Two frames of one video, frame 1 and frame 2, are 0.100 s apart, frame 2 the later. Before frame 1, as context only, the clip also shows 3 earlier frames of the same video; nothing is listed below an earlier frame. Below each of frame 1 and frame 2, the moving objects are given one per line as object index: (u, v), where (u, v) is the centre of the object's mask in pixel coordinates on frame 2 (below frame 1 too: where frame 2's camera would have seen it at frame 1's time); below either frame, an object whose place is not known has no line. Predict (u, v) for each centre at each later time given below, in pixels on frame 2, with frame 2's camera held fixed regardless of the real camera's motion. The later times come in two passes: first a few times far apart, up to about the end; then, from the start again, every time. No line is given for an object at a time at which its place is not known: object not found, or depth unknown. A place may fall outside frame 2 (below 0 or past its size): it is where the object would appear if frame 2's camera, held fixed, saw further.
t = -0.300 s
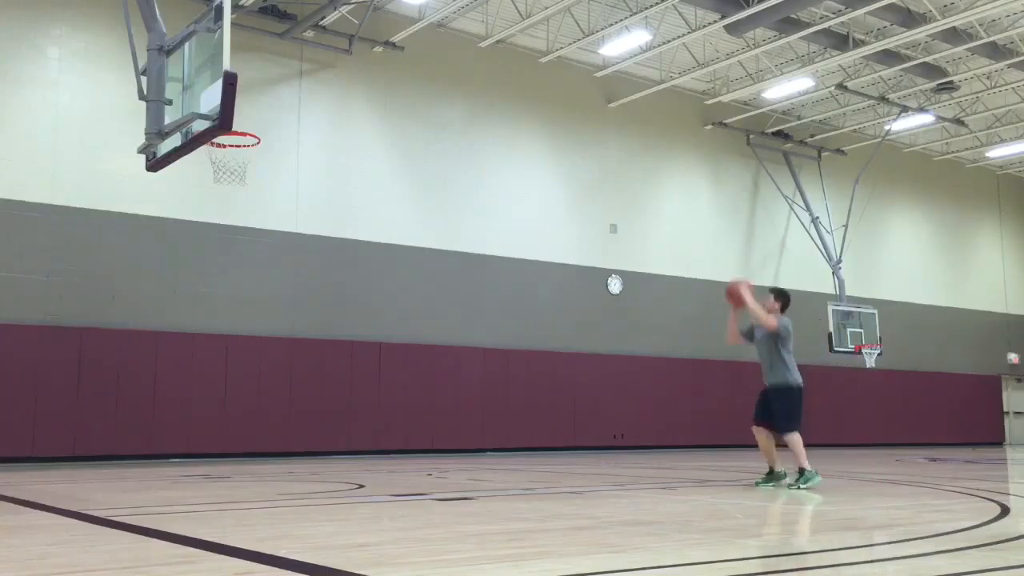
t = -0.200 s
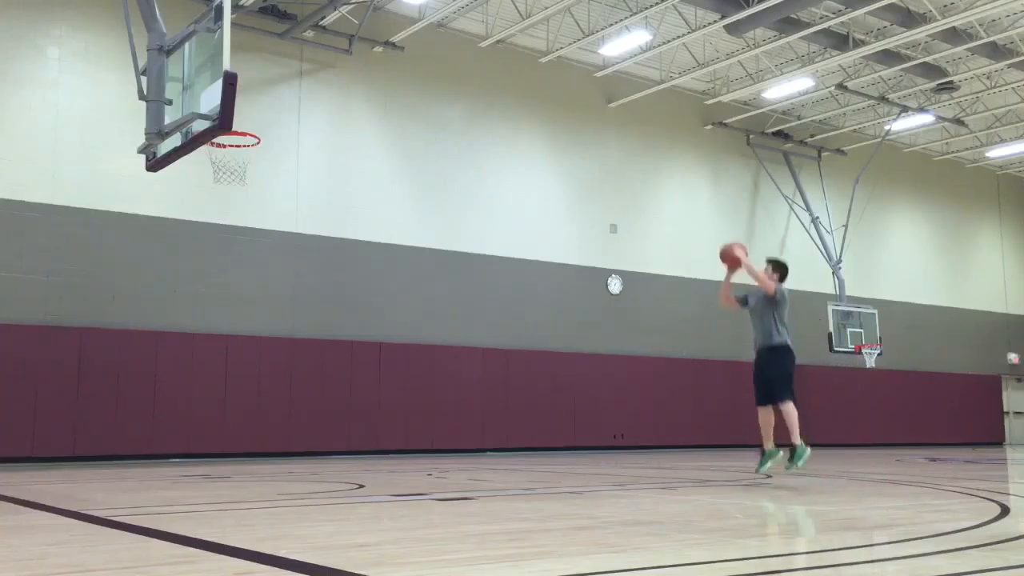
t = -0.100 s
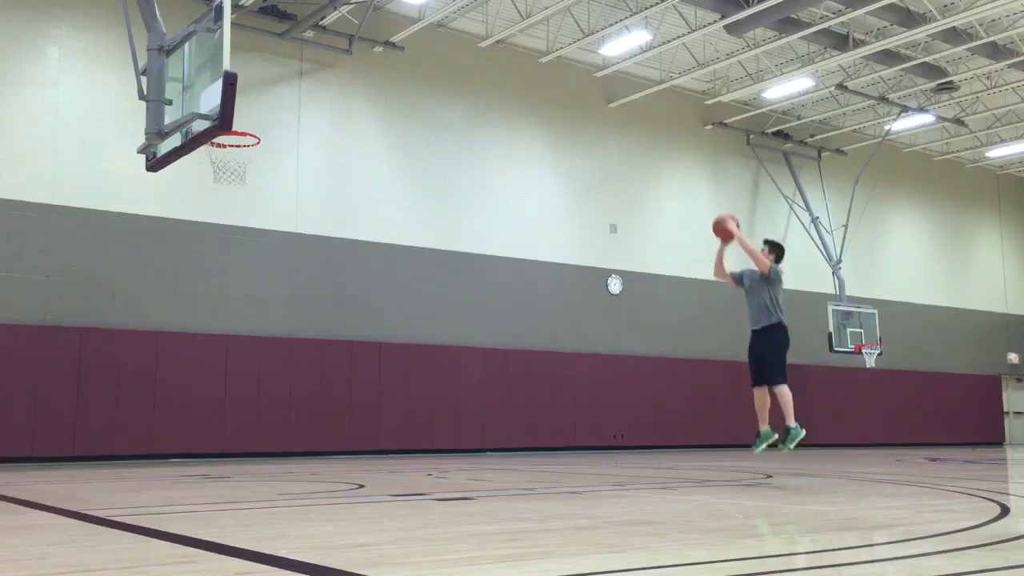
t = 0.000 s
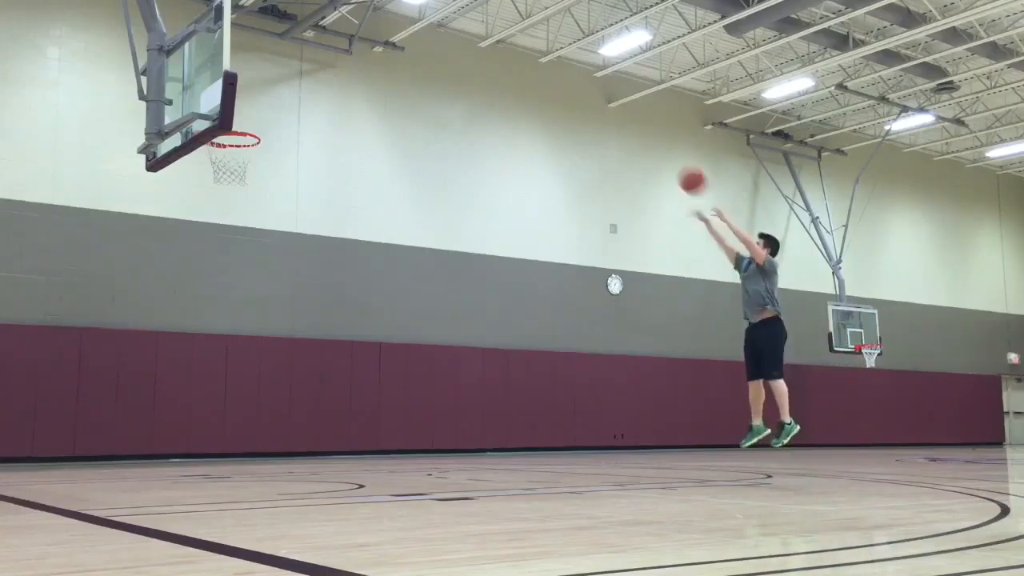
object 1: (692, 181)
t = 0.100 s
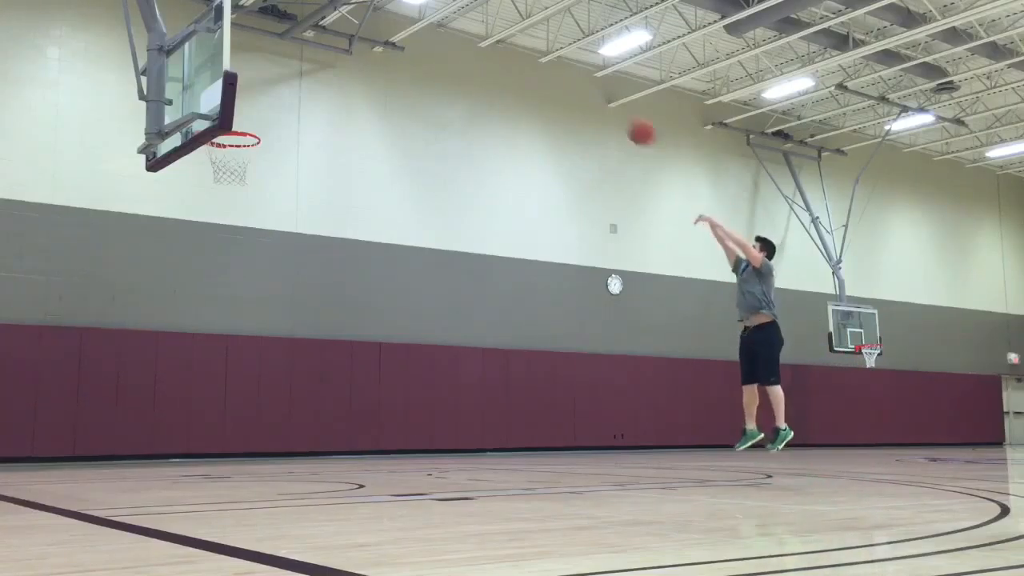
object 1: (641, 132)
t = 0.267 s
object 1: (559, 76)
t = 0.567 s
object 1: (415, 44)
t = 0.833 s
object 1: (286, 91)
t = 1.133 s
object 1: (219, 204)
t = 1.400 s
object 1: (228, 349)
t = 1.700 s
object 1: (258, 401)
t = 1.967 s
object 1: (311, 313)
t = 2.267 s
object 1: (367, 303)
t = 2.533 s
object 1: (413, 367)
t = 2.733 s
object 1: (445, 460)
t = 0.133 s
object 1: (625, 118)
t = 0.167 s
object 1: (608, 106)
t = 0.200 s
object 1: (592, 95)
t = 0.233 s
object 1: (576, 84)
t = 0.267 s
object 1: (559, 76)
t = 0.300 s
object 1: (543, 67)
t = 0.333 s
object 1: (527, 61)
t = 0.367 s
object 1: (511, 56)
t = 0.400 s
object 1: (495, 50)
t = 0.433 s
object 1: (479, 47)
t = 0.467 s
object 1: (462, 44)
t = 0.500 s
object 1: (446, 42)
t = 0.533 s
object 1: (431, 43)
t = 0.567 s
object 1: (415, 44)
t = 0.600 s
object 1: (398, 45)
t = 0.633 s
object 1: (383, 48)
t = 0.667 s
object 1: (368, 52)
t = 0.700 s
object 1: (350, 58)
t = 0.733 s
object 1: (334, 64)
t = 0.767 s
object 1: (319, 72)
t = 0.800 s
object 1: (303, 80)
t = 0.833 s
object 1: (286, 91)
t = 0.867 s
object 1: (269, 102)
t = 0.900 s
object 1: (253, 114)
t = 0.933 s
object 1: (240, 128)
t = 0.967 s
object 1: (219, 147)
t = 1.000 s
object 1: (214, 158)
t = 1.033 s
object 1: (214, 170)
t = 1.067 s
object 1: (216, 181)
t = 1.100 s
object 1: (217, 192)
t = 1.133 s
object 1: (219, 204)
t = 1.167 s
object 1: (220, 219)
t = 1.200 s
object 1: (221, 234)
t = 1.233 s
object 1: (222, 251)
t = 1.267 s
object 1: (223, 268)
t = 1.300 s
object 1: (224, 286)
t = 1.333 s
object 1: (225, 305)
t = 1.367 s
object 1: (227, 327)
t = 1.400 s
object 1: (228, 349)
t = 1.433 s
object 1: (228, 370)
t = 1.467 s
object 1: (228, 395)
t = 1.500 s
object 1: (228, 420)
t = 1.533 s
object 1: (229, 444)
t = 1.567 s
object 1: (229, 471)
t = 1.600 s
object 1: (236, 453)
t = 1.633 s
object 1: (243, 434)
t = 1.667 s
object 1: (251, 418)
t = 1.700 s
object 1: (258, 401)
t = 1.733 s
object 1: (265, 385)
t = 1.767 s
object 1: (272, 371)
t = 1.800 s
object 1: (279, 359)
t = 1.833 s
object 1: (286, 348)
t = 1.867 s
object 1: (293, 338)
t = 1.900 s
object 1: (298, 328)
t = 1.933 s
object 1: (305, 320)
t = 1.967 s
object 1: (311, 313)
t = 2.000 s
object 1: (318, 307)
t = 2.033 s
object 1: (324, 303)
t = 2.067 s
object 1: (331, 300)
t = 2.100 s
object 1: (337, 297)
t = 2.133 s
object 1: (343, 296)
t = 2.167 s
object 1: (349, 296)
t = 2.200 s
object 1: (355, 297)
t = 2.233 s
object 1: (361, 300)
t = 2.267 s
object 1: (367, 303)
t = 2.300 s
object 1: (373, 307)
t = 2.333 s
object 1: (379, 313)
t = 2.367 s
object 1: (384, 319)
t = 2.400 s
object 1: (390, 326)
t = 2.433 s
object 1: (396, 336)
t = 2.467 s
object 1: (402, 345)
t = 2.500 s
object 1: (407, 356)
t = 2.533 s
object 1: (413, 367)
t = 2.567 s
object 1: (419, 380)
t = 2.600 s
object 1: (423, 394)
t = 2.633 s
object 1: (429, 409)
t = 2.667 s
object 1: (435, 425)
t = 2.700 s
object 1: (440, 442)
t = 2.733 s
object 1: (445, 460)
